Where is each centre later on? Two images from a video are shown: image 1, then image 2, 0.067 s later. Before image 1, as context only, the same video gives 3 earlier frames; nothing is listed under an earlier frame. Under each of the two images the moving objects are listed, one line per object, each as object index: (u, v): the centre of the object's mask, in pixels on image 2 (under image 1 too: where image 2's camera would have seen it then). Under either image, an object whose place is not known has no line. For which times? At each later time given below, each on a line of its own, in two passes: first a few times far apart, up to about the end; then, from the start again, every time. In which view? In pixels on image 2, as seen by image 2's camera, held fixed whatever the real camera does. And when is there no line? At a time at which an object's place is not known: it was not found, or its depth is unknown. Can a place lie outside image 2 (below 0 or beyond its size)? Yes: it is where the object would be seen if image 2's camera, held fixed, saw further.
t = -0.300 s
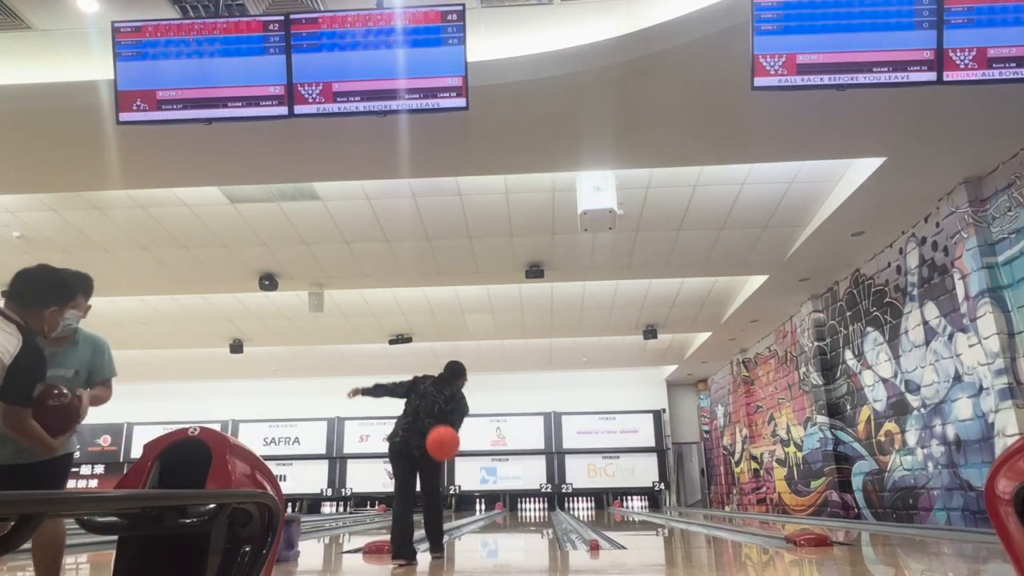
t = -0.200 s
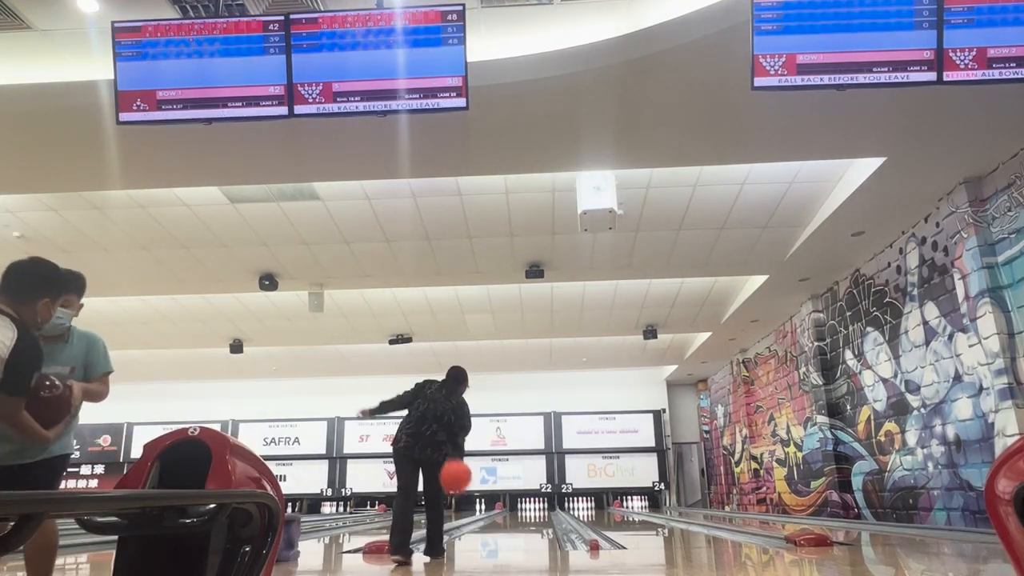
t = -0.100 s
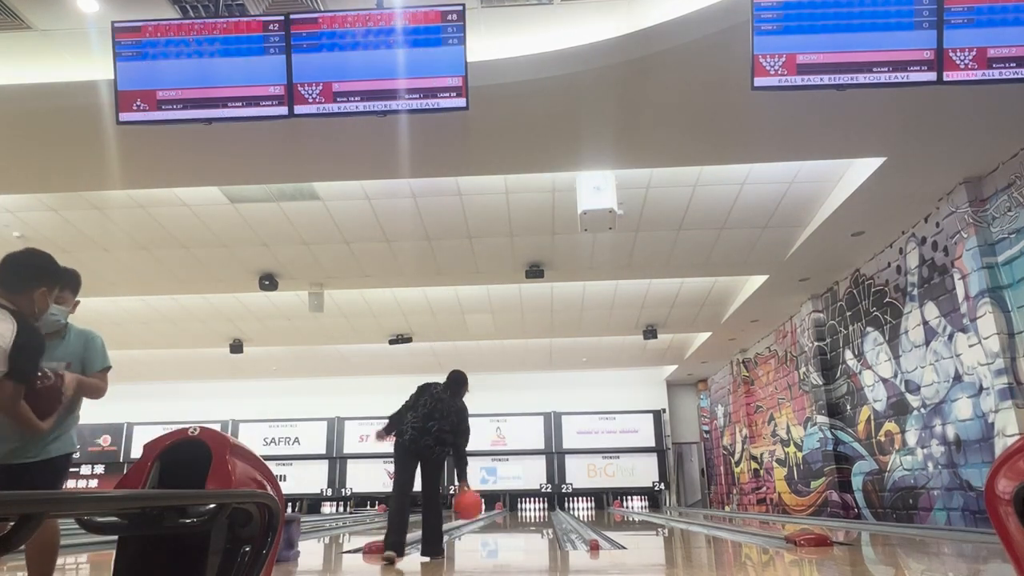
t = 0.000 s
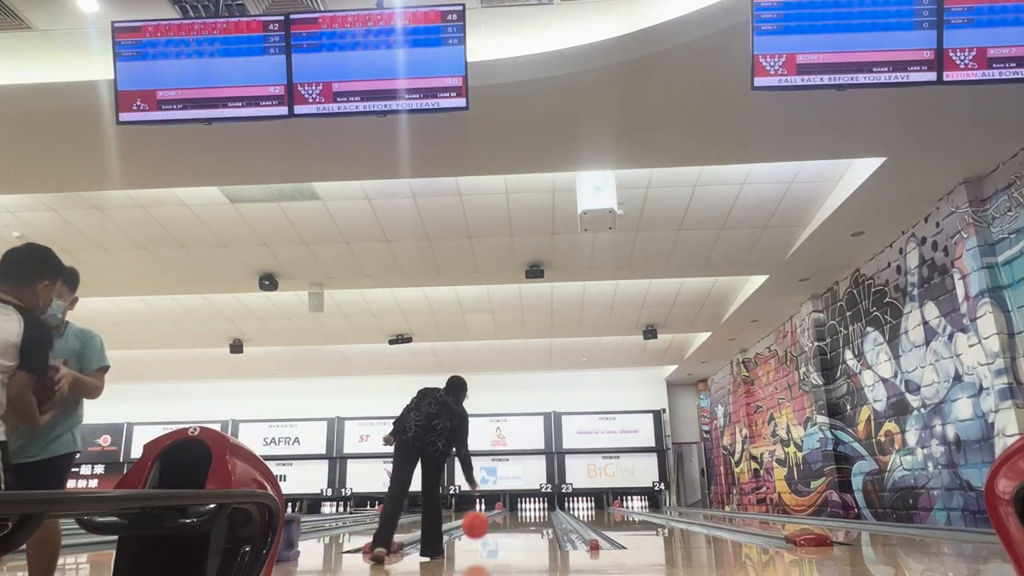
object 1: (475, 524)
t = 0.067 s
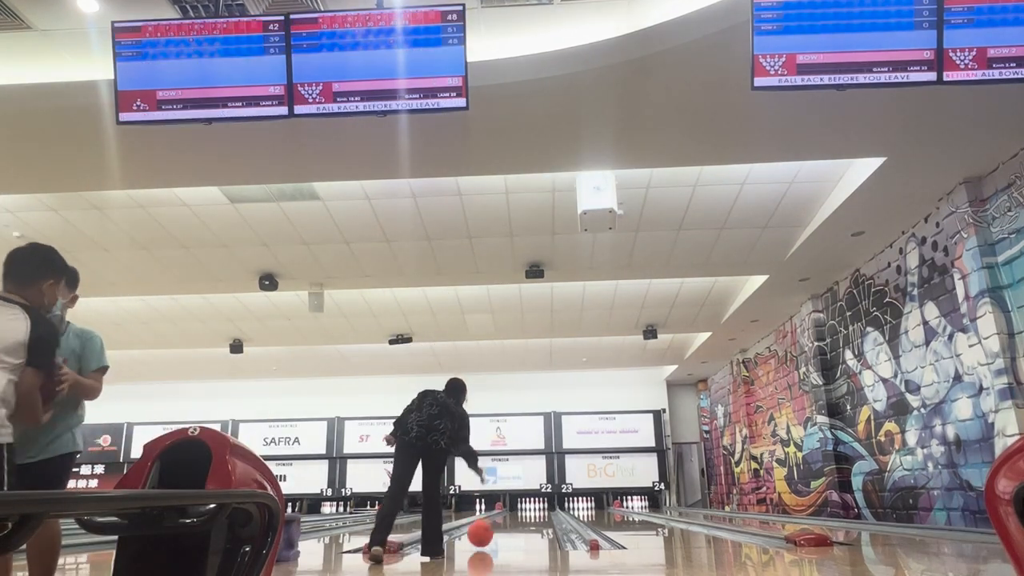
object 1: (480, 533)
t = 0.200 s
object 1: (489, 529)
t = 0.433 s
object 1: (496, 526)
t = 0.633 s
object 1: (504, 522)
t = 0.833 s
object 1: (509, 520)
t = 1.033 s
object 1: (513, 518)
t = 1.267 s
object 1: (517, 516)
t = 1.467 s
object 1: (520, 515)
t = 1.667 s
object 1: (523, 514)
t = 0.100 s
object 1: (482, 530)
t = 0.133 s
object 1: (484, 529)
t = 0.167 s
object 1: (486, 529)
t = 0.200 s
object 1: (489, 529)
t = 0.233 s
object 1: (490, 529)
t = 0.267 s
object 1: (491, 529)
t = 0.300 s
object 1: (493, 528)
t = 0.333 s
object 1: (493, 528)
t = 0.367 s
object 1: (495, 527)
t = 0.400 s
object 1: (496, 527)
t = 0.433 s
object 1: (496, 526)
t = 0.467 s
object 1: (499, 525)
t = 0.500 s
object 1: (500, 525)
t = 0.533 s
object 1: (500, 525)
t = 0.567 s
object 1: (502, 523)
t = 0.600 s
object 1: (503, 523)
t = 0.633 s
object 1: (504, 522)
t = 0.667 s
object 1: (504, 522)
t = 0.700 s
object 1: (505, 522)
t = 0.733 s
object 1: (507, 521)
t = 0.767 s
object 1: (508, 521)
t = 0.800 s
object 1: (508, 520)
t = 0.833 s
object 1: (509, 520)
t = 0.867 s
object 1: (509, 520)
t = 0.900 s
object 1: (510, 520)
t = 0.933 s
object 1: (511, 519)
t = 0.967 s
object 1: (512, 519)
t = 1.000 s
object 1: (513, 519)
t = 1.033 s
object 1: (513, 518)
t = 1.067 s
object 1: (514, 518)
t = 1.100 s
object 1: (514, 518)
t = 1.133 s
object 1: (515, 517)
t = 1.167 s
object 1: (515, 517)
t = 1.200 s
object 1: (516, 517)
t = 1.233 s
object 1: (516, 517)
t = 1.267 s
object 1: (517, 516)
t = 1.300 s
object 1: (518, 516)
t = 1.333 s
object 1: (518, 516)
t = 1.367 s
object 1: (519, 515)
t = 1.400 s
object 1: (519, 515)
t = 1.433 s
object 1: (519, 515)
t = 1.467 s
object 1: (520, 515)
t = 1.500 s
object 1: (520, 515)
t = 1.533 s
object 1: (520, 514)
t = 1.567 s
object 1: (521, 514)
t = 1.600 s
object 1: (522, 514)
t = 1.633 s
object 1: (522, 514)
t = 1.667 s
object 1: (523, 514)
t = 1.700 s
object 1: (523, 514)
